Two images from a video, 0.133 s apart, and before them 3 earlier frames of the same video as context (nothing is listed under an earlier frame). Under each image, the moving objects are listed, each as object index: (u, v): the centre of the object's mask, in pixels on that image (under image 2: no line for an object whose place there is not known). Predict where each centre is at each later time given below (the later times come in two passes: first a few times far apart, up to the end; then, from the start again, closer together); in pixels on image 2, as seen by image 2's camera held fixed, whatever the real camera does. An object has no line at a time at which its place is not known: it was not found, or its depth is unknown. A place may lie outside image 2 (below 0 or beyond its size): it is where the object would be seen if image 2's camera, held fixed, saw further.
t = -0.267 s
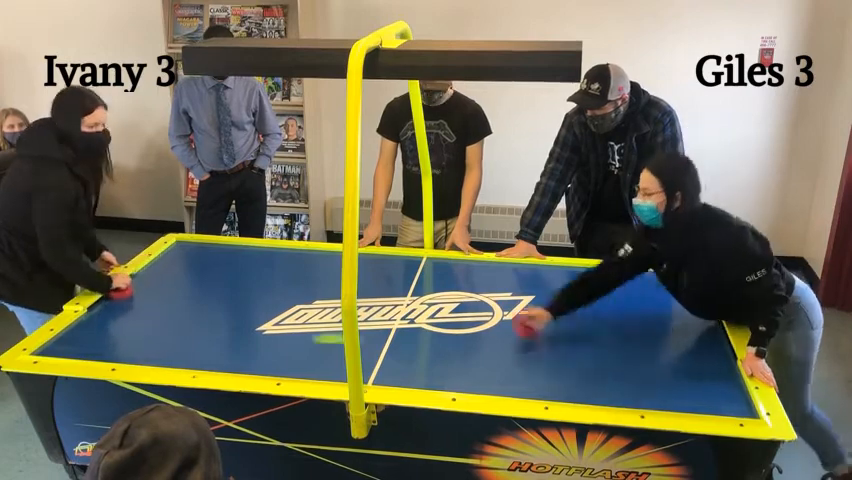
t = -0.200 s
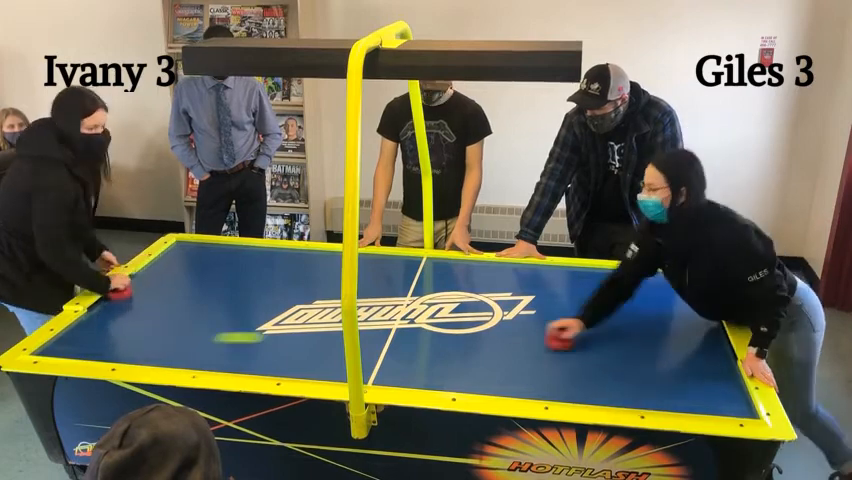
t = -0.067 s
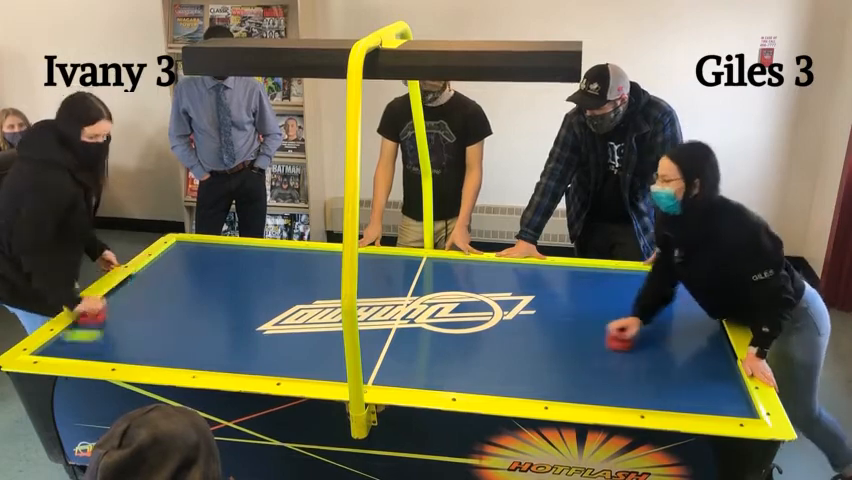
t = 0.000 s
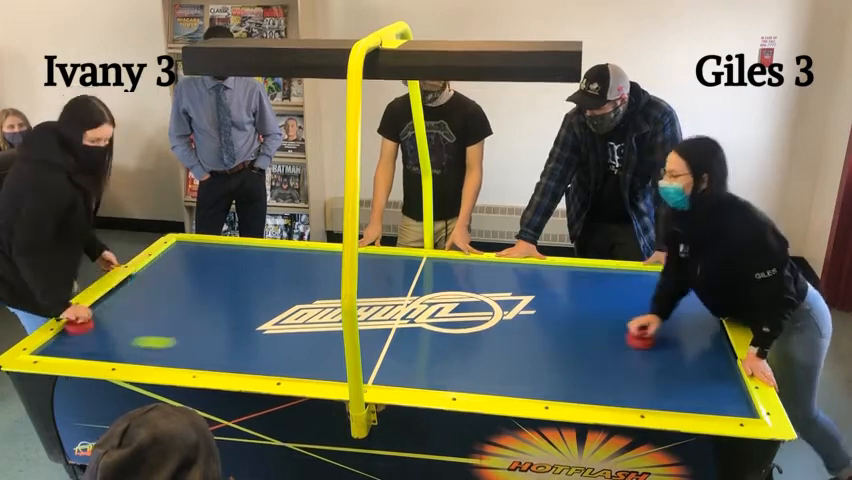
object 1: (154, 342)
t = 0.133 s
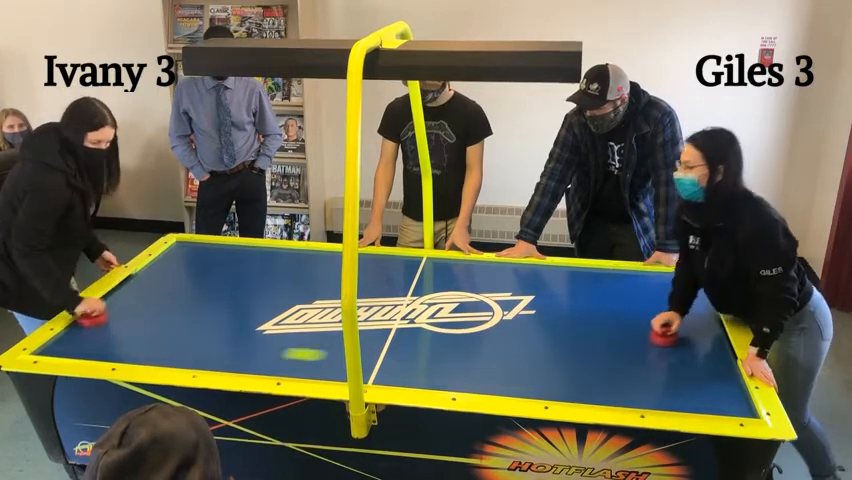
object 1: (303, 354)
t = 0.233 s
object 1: (422, 363)
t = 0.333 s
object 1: (545, 374)
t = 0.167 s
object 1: (333, 357)
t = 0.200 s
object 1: (384, 360)
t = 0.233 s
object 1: (422, 363)
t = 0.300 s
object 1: (503, 370)
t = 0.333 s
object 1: (545, 374)
